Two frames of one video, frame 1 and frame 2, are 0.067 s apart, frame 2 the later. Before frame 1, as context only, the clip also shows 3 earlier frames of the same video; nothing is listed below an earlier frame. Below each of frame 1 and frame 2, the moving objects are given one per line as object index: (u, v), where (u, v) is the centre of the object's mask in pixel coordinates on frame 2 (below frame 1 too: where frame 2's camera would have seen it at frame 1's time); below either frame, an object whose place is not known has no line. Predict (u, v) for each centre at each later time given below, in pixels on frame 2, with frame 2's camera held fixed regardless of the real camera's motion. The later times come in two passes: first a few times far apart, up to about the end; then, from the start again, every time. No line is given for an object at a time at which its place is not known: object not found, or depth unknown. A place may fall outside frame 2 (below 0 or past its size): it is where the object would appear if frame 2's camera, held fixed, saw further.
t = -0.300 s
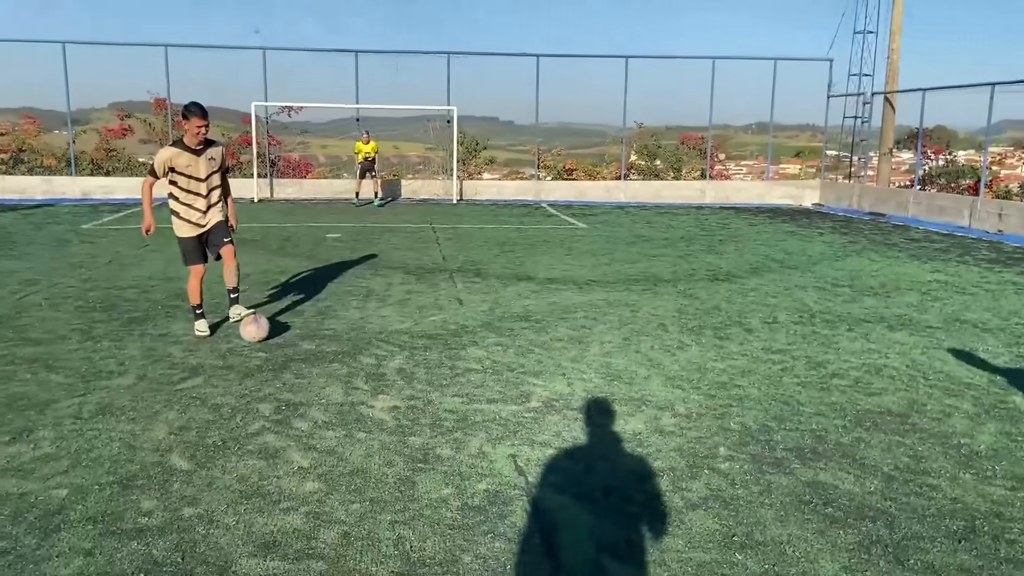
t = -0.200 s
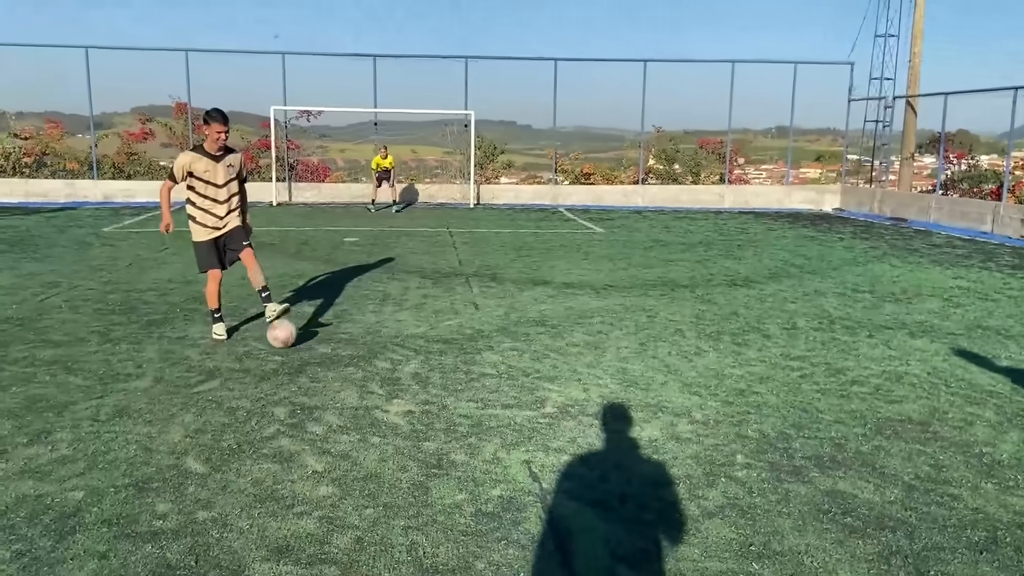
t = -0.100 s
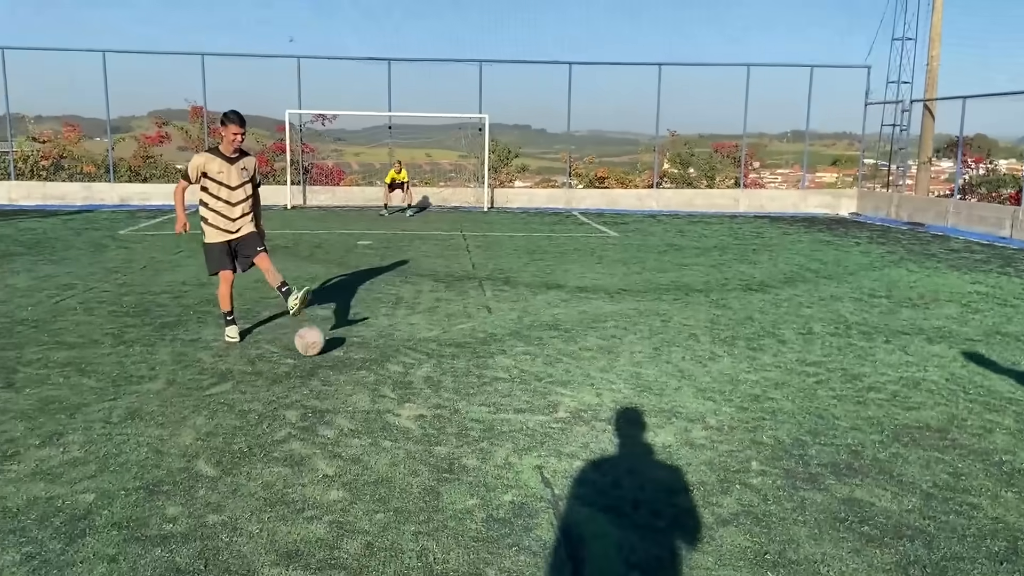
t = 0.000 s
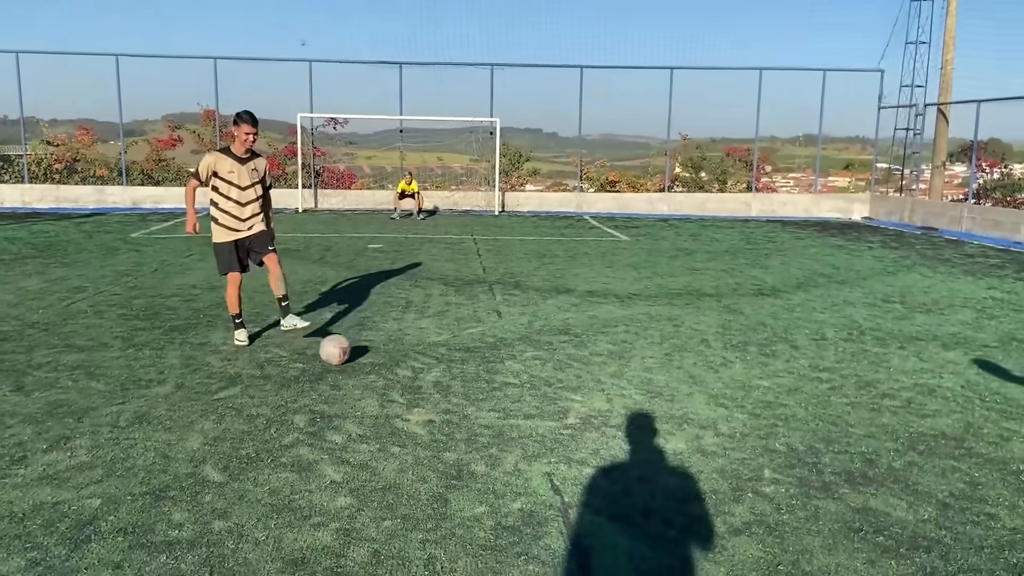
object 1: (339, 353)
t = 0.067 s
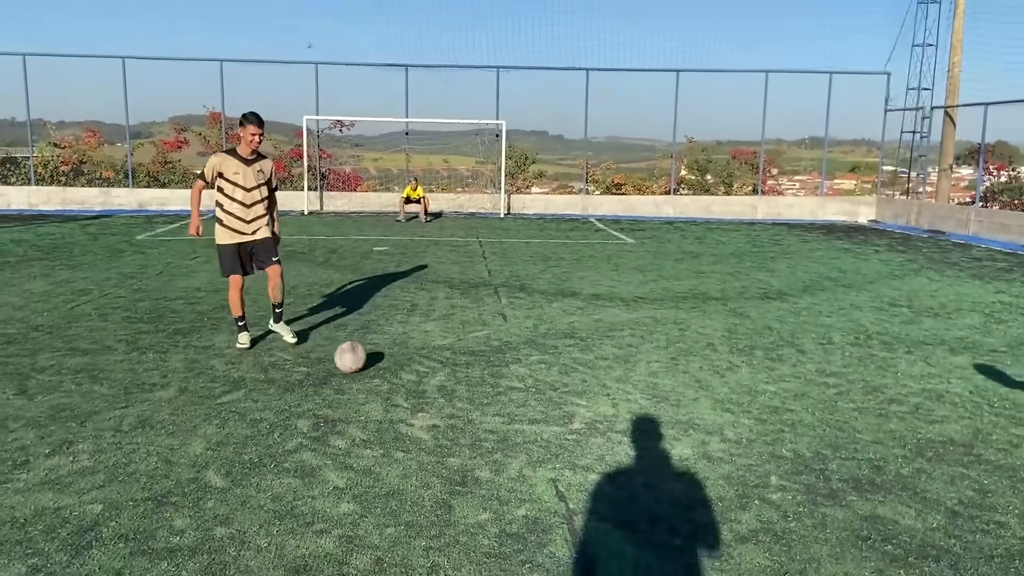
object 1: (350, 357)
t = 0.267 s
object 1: (385, 366)
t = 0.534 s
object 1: (434, 382)
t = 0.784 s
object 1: (482, 396)
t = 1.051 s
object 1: (538, 409)
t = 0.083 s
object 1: (353, 358)
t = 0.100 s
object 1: (356, 359)
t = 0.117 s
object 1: (359, 359)
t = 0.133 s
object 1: (361, 360)
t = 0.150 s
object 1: (364, 361)
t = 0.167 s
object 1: (367, 362)
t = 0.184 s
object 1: (370, 362)
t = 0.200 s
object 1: (373, 363)
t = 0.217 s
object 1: (376, 364)
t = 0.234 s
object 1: (379, 365)
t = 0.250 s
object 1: (382, 366)
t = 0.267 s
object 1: (385, 366)
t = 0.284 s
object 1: (388, 368)
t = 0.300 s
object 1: (391, 369)
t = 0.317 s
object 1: (394, 369)
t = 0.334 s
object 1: (397, 370)
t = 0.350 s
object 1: (400, 371)
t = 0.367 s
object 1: (403, 373)
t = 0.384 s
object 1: (406, 374)
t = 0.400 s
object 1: (409, 374)
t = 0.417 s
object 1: (412, 375)
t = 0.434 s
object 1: (415, 376)
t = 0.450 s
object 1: (418, 377)
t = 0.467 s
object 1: (421, 378)
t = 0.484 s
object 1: (424, 379)
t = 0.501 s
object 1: (427, 380)
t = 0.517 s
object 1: (430, 381)
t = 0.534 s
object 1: (434, 382)
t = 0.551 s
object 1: (436, 382)
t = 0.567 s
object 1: (440, 384)
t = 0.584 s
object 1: (443, 385)
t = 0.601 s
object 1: (446, 385)
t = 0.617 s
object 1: (449, 386)
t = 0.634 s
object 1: (453, 387)
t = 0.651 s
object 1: (456, 388)
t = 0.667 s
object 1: (459, 389)
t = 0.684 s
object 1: (462, 389)
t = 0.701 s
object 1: (466, 390)
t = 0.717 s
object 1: (469, 391)
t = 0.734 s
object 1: (472, 393)
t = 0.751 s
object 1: (475, 394)
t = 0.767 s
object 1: (479, 394)
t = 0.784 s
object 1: (482, 396)
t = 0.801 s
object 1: (486, 396)
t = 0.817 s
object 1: (489, 397)
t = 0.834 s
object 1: (492, 398)
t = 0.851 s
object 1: (496, 399)
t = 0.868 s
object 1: (499, 400)
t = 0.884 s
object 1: (503, 401)
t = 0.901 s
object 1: (506, 402)
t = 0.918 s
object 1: (510, 402)
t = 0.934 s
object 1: (513, 403)
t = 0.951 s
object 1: (517, 404)
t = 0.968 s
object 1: (520, 405)
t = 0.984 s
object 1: (524, 406)
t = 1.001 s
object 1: (527, 407)
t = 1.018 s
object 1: (530, 408)
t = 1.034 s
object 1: (534, 409)
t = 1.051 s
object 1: (538, 409)
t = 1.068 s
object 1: (541, 411)
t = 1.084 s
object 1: (545, 412)
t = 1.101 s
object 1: (548, 412)
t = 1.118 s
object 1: (552, 413)
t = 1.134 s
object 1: (556, 414)
